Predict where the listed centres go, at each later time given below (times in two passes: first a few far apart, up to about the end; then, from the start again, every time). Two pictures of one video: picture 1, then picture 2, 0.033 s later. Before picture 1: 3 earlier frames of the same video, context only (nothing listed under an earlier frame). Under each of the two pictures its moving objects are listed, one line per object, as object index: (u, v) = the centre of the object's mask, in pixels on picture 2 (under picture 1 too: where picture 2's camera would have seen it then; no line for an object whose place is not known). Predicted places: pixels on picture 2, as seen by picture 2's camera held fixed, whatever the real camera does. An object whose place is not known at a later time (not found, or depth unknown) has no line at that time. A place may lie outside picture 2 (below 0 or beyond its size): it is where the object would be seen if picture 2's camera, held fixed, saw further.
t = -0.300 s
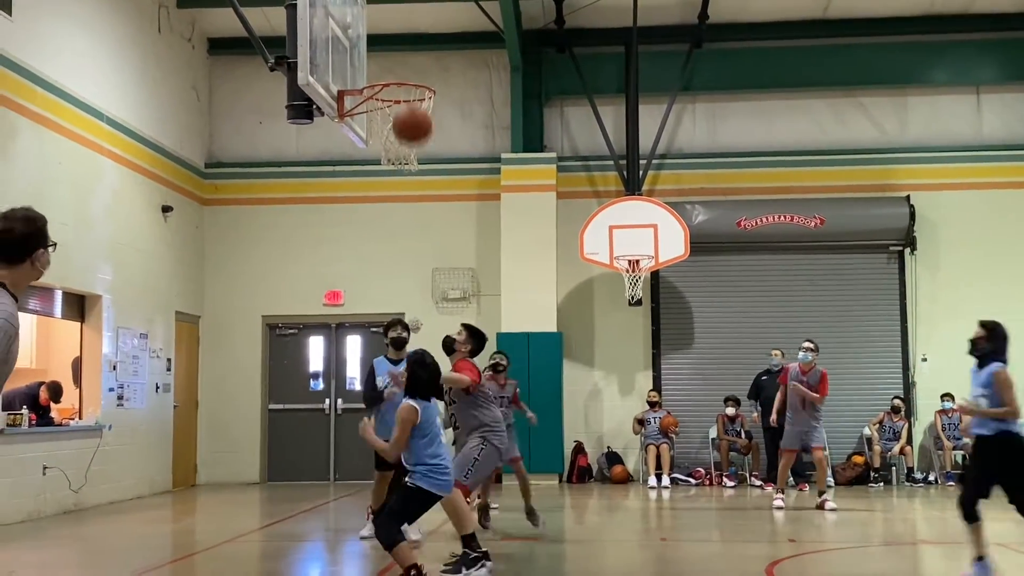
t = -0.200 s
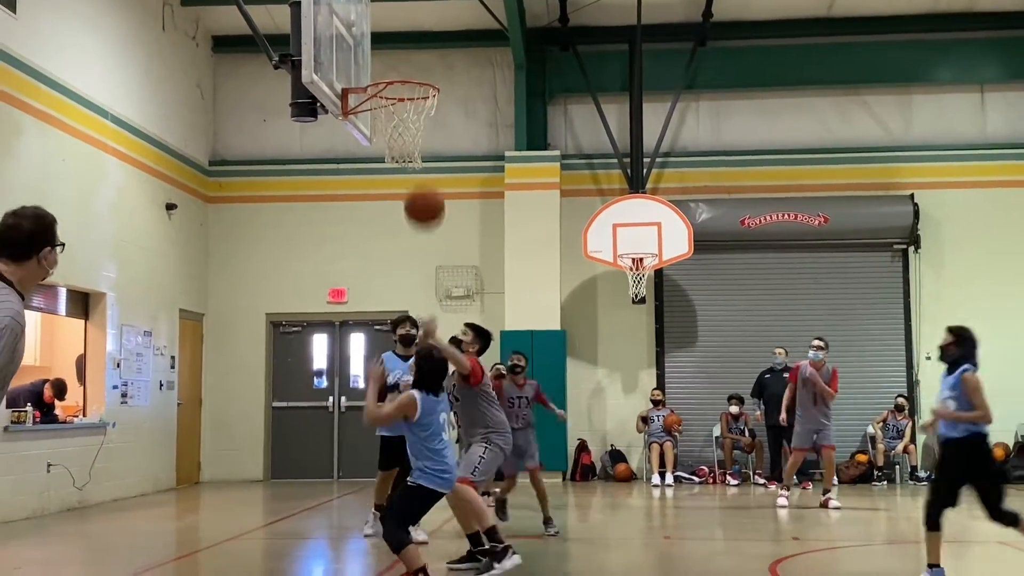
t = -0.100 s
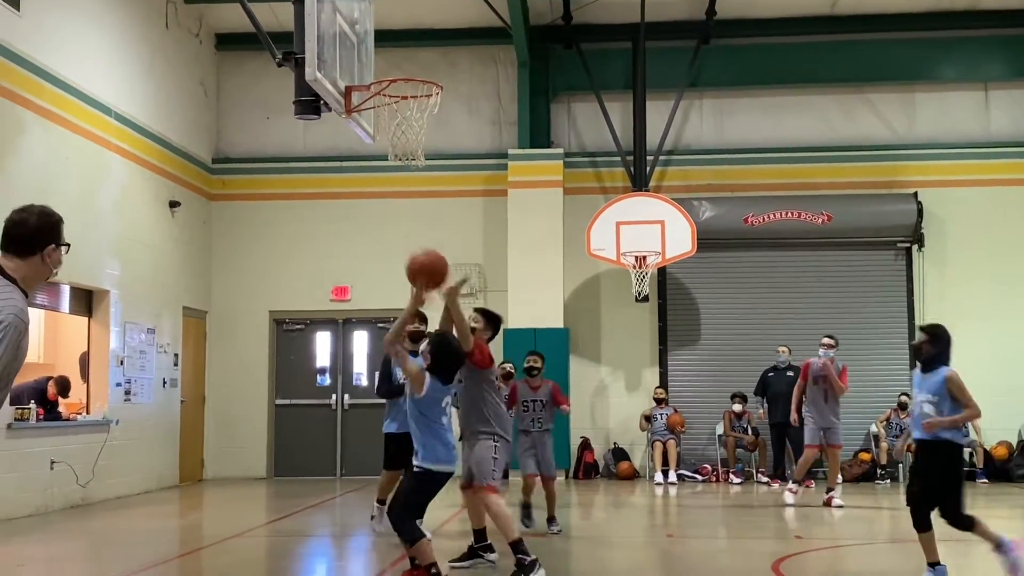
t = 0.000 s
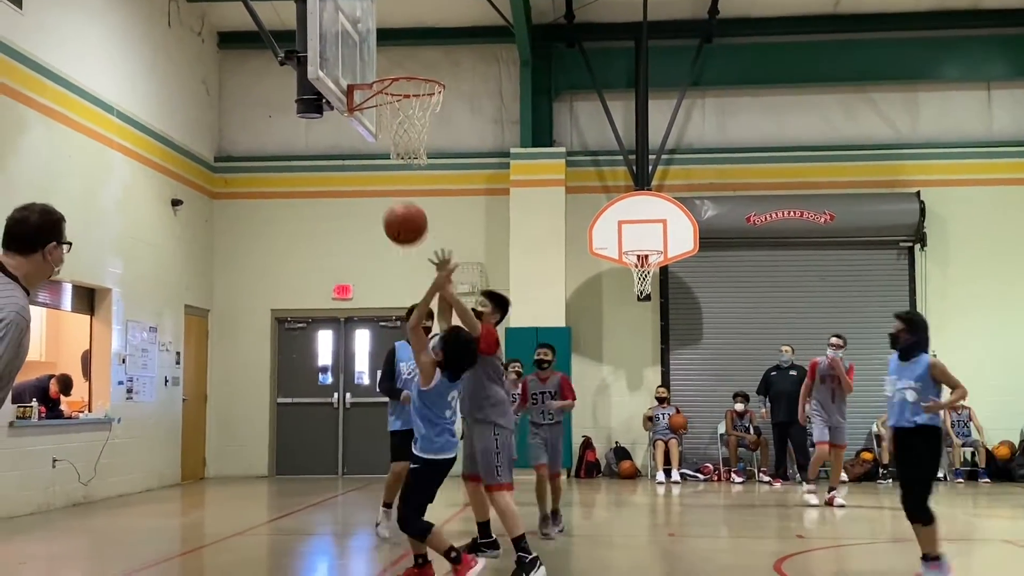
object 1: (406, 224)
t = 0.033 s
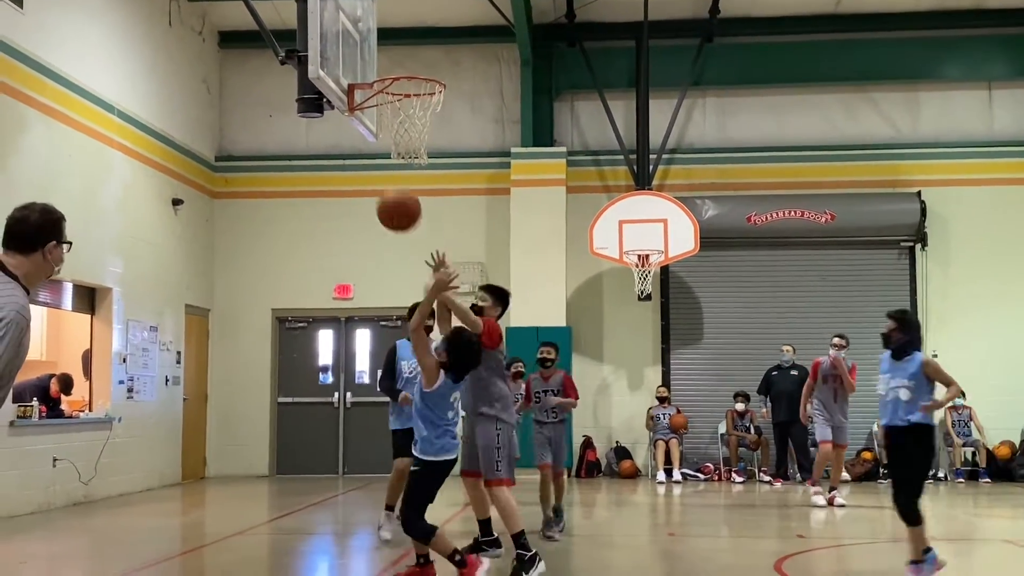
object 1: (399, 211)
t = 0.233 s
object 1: (352, 167)
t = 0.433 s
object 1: (297, 203)
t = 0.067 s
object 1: (391, 199)
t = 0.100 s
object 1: (383, 188)
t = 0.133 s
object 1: (375, 180)
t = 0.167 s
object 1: (367, 174)
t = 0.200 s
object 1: (360, 170)
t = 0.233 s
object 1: (352, 167)
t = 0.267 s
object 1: (343, 167)
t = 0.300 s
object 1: (334, 169)
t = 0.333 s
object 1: (326, 174)
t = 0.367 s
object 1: (316, 181)
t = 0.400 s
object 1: (307, 191)
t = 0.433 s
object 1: (297, 203)
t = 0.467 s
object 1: (288, 217)
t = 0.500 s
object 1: (279, 234)
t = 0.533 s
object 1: (267, 254)
